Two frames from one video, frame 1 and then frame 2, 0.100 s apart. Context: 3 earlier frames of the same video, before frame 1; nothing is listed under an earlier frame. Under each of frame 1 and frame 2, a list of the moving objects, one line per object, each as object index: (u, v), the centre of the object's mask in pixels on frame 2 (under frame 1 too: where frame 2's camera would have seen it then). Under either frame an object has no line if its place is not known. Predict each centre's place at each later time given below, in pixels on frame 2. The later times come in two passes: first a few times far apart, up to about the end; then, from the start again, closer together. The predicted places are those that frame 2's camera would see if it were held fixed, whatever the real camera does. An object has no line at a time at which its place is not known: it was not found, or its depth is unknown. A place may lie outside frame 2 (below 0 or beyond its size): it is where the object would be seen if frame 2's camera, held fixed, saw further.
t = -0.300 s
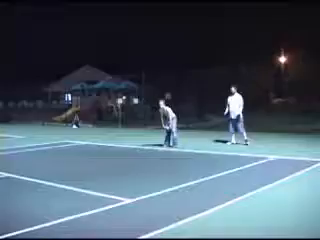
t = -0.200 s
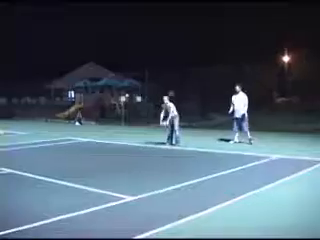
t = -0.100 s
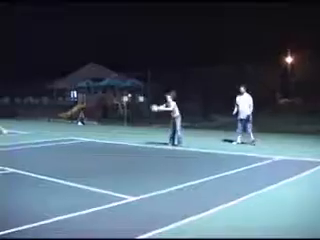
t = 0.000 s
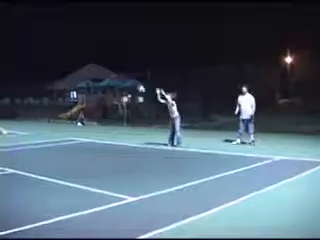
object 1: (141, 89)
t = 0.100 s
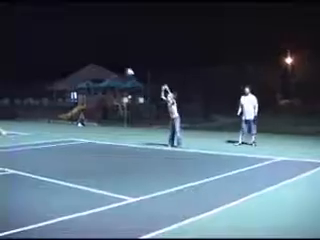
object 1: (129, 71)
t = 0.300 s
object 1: (104, 44)
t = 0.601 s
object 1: (62, 24)
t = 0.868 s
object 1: (22, 32)
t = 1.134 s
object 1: (-26, 69)
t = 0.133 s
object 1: (125, 66)
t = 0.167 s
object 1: (120, 60)
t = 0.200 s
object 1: (116, 57)
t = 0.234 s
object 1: (112, 52)
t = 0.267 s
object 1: (108, 48)
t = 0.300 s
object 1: (104, 44)
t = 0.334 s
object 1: (99, 40)
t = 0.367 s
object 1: (95, 38)
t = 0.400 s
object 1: (90, 34)
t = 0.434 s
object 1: (85, 32)
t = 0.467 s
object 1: (81, 29)
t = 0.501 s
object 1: (76, 27)
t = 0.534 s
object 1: (71, 26)
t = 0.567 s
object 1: (66, 25)
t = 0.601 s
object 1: (62, 24)
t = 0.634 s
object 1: (57, 24)
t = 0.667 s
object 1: (52, 23)
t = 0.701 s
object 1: (48, 24)
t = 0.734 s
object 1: (43, 25)
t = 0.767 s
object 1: (38, 26)
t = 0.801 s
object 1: (33, 28)
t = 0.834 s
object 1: (27, 30)
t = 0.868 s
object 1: (22, 32)
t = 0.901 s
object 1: (17, 35)
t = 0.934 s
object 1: (11, 38)
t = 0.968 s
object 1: (5, 42)
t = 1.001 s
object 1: (0, 47)
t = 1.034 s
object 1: (-6, 52)
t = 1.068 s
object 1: (-12, 57)
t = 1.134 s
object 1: (-26, 69)
